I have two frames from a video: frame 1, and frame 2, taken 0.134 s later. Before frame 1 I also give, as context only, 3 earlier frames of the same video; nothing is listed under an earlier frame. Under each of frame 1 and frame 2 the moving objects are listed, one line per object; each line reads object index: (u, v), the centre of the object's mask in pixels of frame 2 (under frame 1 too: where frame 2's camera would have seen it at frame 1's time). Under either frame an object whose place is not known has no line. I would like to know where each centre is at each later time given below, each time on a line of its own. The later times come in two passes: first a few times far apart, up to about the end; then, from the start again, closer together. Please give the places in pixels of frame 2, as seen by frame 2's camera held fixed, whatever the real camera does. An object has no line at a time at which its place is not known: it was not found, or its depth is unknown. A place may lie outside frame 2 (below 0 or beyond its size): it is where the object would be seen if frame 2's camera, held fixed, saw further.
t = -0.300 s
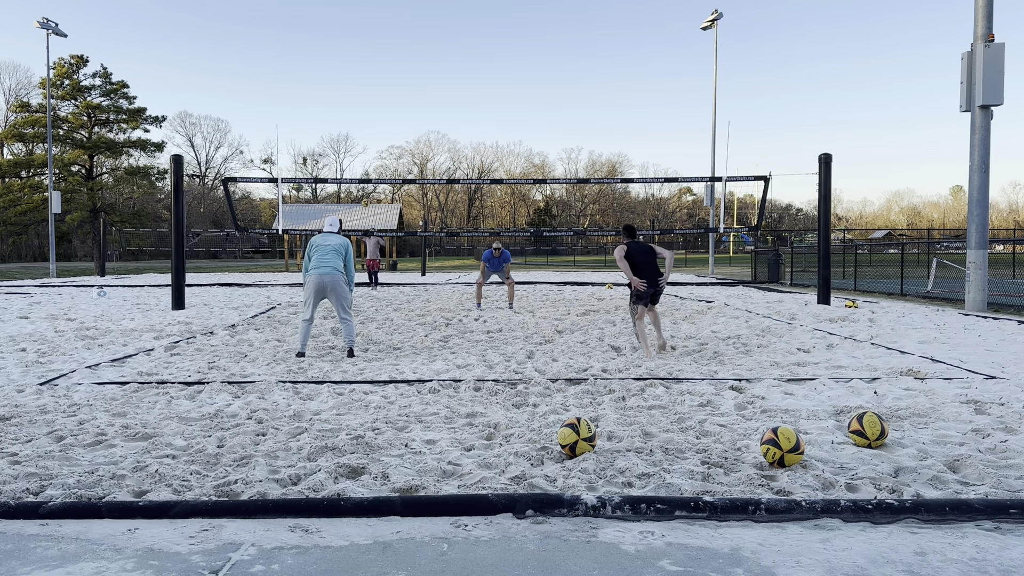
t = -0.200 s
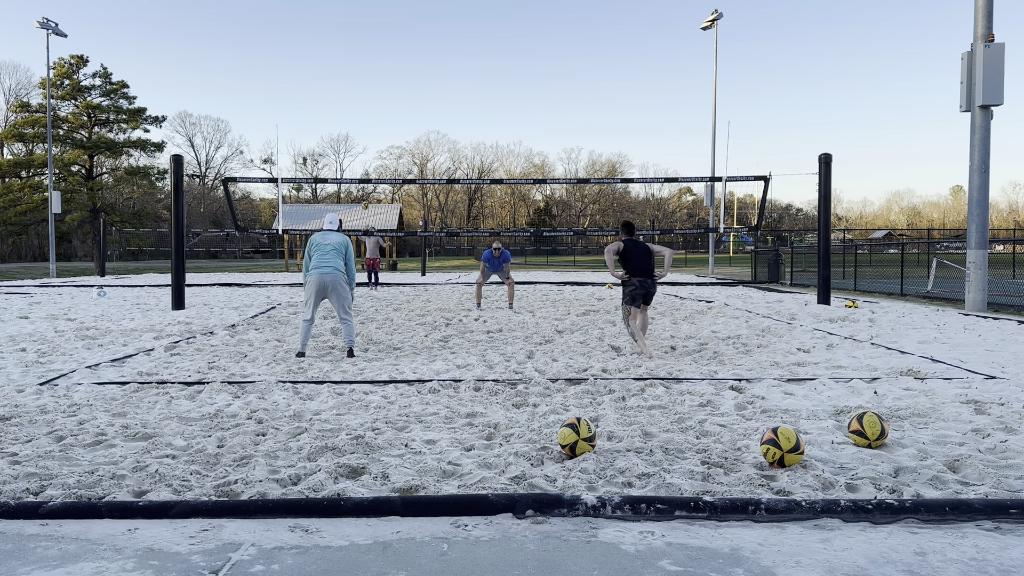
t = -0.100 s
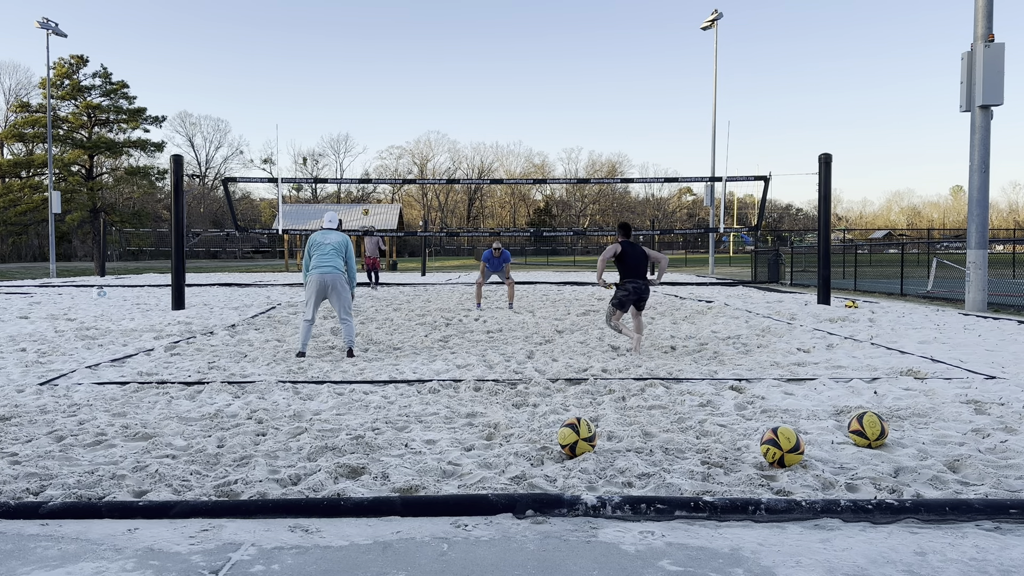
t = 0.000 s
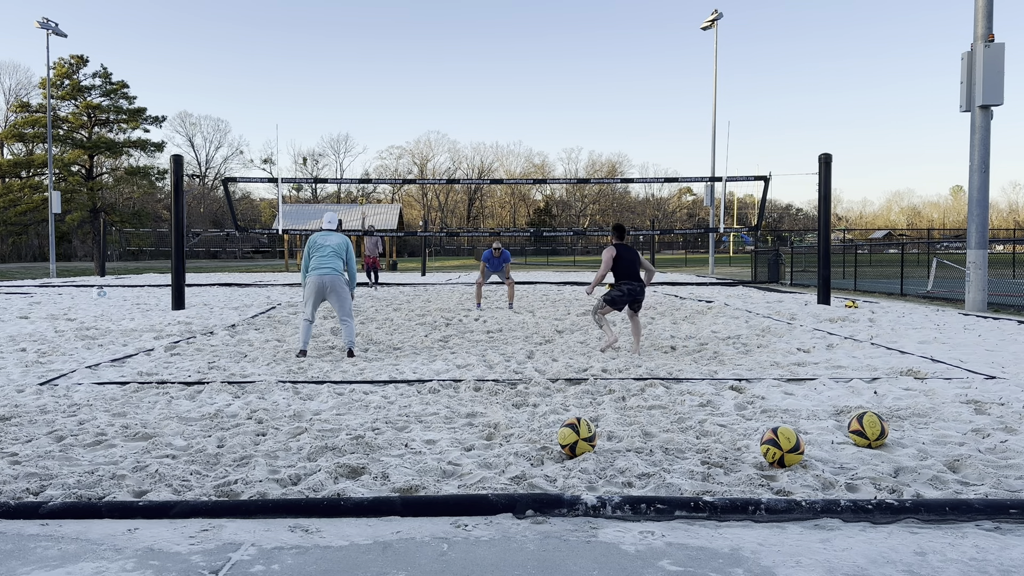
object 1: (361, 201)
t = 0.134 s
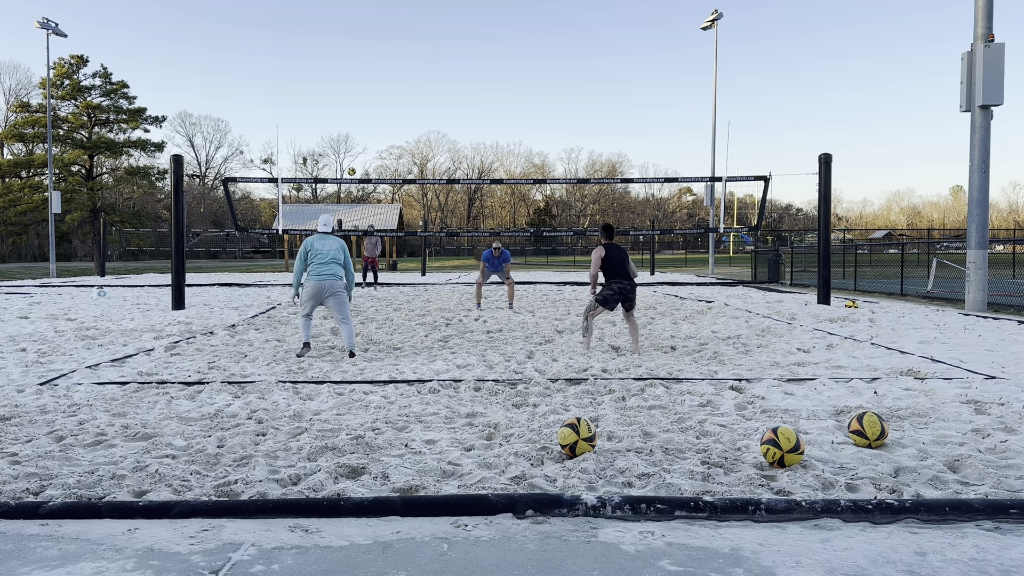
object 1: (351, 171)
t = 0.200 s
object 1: (346, 158)
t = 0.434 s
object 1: (327, 121)
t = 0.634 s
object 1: (310, 107)
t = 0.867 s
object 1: (290, 116)
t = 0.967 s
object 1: (281, 131)
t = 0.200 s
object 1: (346, 158)
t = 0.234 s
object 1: (344, 152)
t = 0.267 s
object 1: (341, 145)
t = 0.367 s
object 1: (332, 130)
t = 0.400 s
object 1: (329, 125)
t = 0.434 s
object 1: (327, 121)
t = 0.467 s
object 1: (324, 118)
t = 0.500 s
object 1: (321, 115)
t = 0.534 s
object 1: (318, 112)
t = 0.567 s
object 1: (315, 110)
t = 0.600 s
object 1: (313, 108)
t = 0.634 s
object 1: (310, 107)
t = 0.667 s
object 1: (307, 106)
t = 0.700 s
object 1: (305, 106)
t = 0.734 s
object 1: (302, 107)
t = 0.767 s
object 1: (299, 108)
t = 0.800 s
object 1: (296, 110)
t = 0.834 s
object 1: (293, 113)
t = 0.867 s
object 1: (290, 116)
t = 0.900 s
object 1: (288, 120)
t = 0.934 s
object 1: (284, 125)
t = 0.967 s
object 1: (281, 131)
